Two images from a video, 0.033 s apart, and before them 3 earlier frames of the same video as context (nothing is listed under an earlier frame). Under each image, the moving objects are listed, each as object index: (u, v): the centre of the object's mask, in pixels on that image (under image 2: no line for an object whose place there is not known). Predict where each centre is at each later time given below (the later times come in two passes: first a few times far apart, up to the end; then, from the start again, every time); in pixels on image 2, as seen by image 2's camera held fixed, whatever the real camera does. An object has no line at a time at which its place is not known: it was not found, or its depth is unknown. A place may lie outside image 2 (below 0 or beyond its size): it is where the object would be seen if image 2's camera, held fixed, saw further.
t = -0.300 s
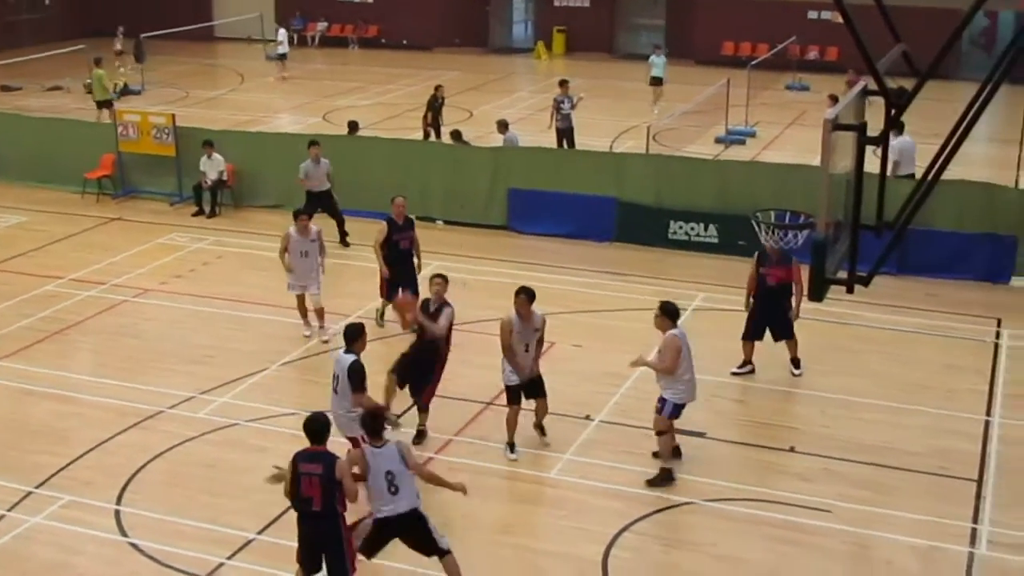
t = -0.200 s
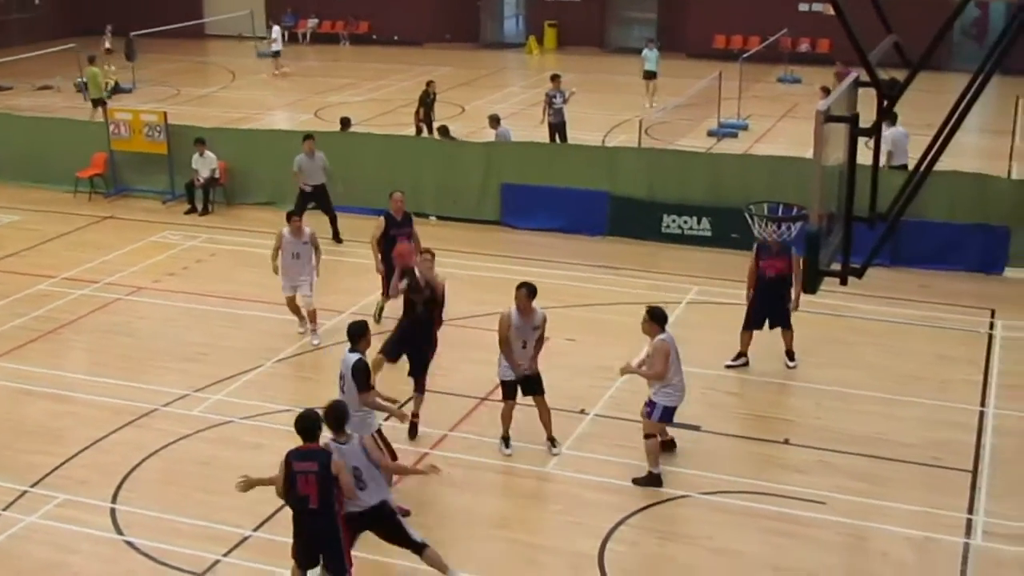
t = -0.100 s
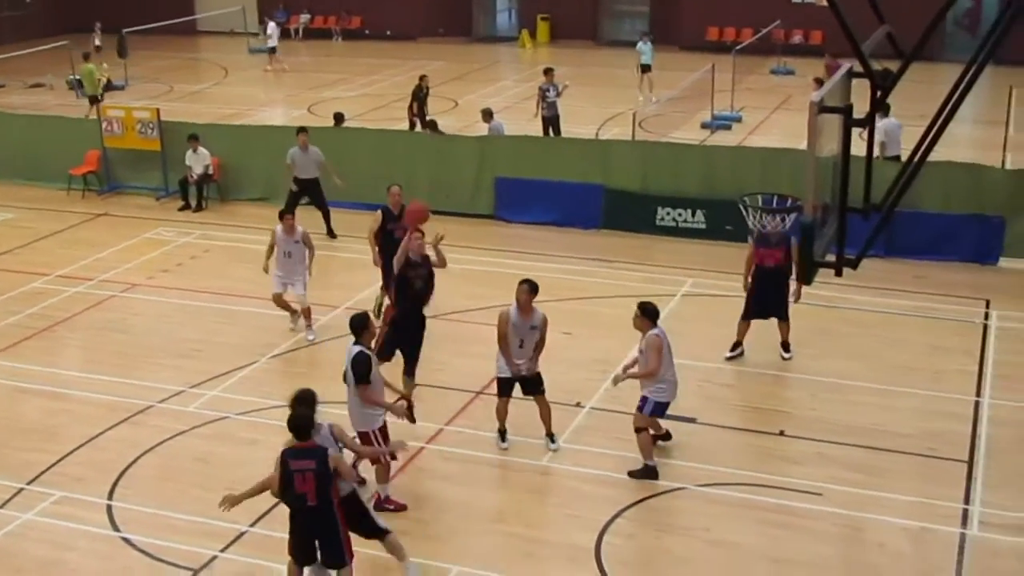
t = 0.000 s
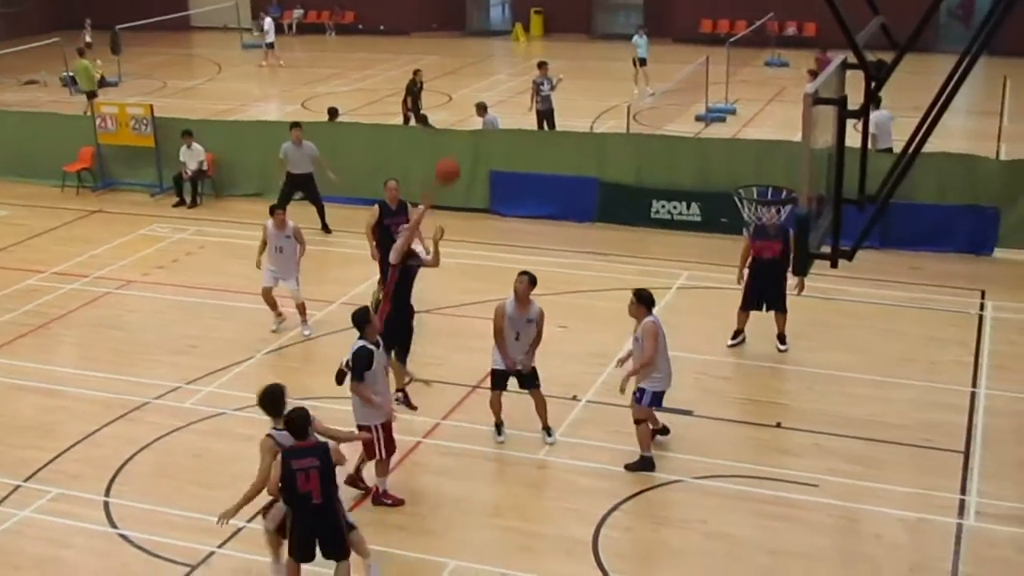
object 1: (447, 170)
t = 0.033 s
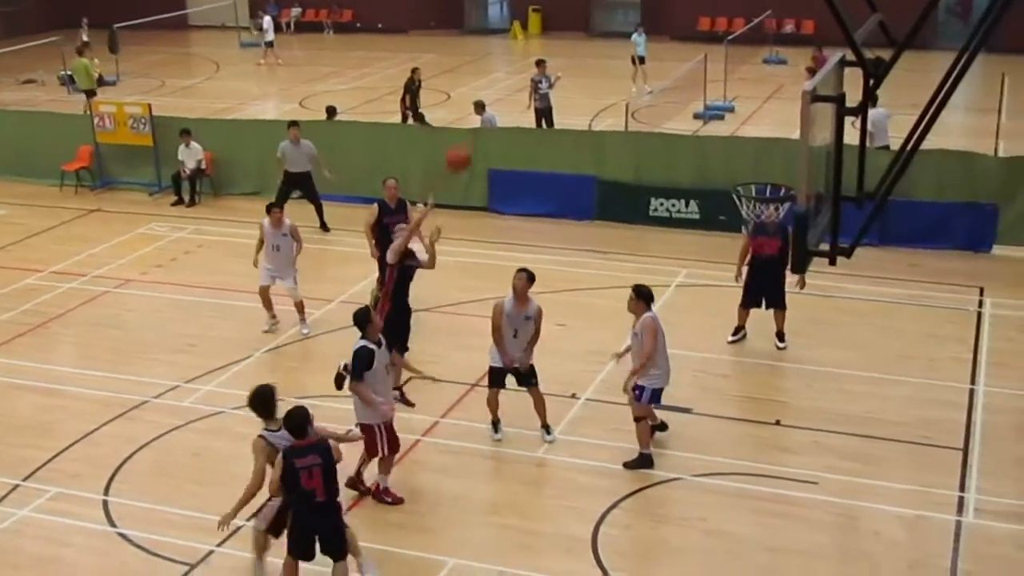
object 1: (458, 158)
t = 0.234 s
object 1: (539, 118)
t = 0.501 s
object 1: (661, 134)
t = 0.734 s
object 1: (694, 150)
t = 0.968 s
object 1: (626, 136)
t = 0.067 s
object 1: (471, 149)
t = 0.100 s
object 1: (483, 141)
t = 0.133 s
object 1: (498, 135)
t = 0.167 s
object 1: (511, 128)
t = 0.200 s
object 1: (525, 123)
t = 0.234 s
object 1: (539, 118)
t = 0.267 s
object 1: (555, 116)
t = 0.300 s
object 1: (569, 115)
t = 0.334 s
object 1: (583, 115)
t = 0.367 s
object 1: (598, 116)
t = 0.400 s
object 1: (613, 118)
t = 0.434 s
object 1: (629, 123)
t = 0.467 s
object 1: (645, 127)
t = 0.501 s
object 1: (661, 134)
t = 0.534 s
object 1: (676, 143)
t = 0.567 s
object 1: (693, 152)
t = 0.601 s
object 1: (708, 163)
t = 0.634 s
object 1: (722, 172)
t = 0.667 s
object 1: (713, 165)
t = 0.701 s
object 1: (704, 157)
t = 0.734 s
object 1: (694, 150)
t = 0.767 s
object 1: (685, 144)
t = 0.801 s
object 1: (675, 139)
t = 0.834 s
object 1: (665, 135)
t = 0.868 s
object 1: (655, 134)
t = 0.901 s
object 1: (645, 133)
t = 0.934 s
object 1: (636, 134)
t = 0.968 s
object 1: (626, 136)
